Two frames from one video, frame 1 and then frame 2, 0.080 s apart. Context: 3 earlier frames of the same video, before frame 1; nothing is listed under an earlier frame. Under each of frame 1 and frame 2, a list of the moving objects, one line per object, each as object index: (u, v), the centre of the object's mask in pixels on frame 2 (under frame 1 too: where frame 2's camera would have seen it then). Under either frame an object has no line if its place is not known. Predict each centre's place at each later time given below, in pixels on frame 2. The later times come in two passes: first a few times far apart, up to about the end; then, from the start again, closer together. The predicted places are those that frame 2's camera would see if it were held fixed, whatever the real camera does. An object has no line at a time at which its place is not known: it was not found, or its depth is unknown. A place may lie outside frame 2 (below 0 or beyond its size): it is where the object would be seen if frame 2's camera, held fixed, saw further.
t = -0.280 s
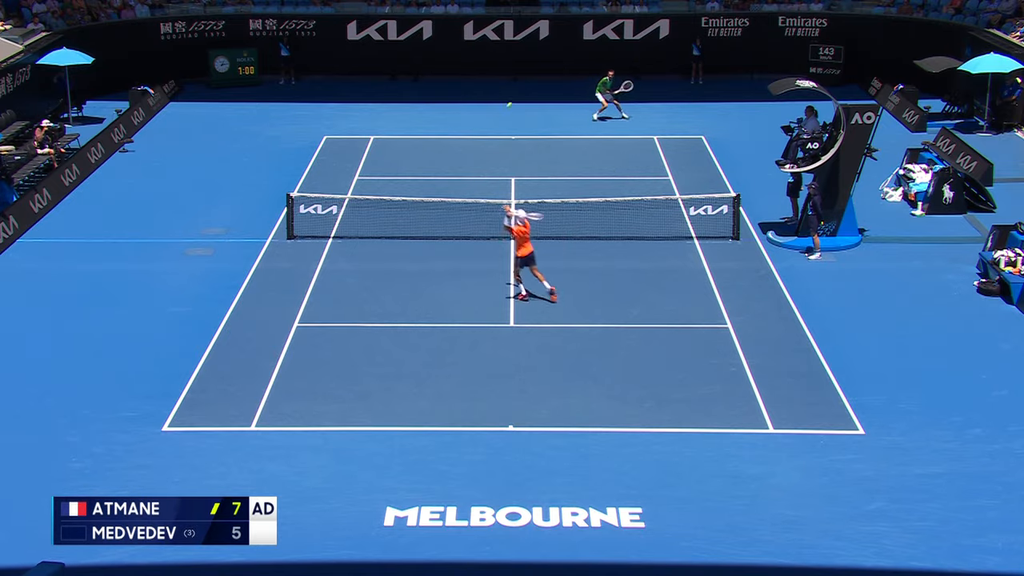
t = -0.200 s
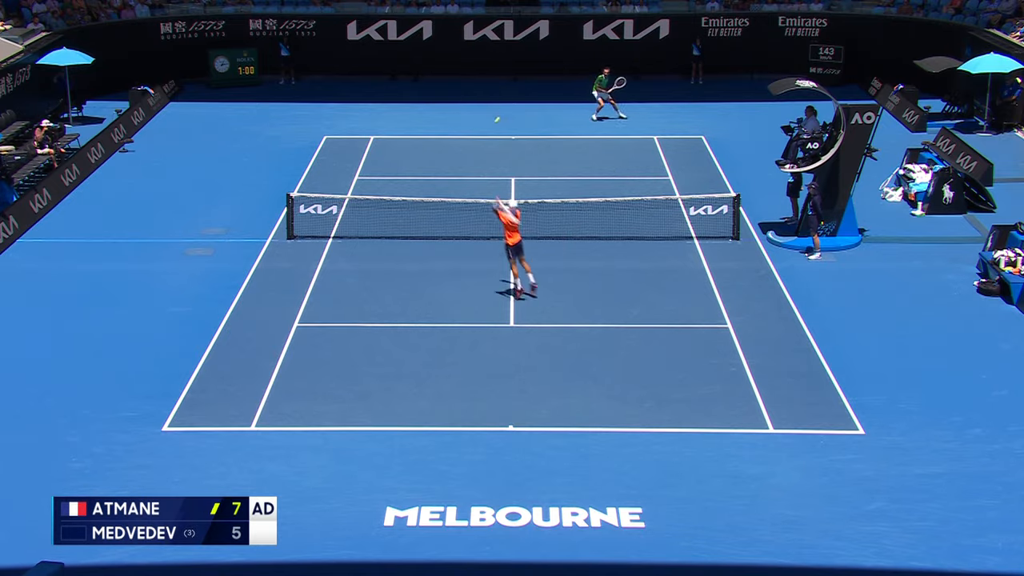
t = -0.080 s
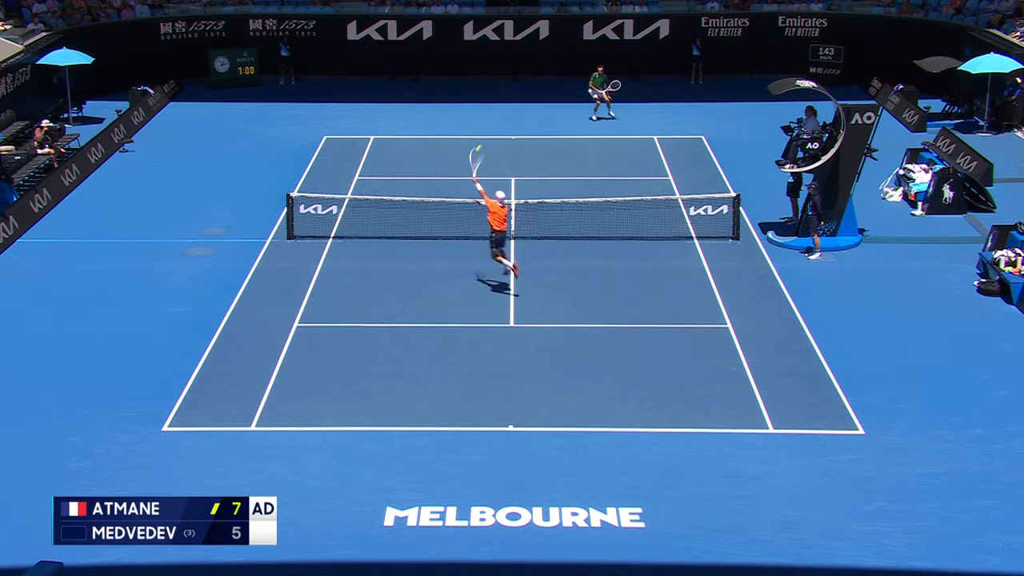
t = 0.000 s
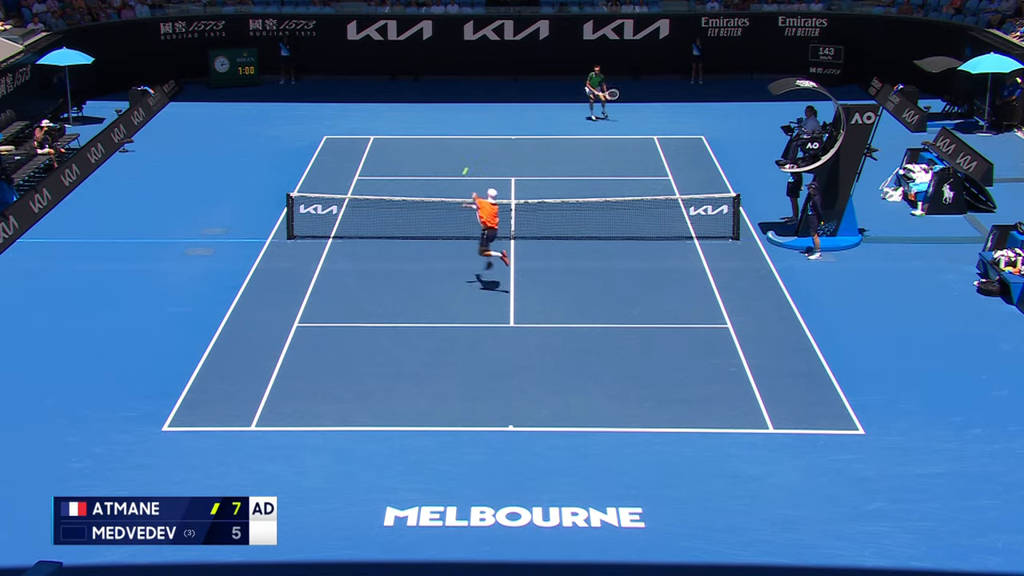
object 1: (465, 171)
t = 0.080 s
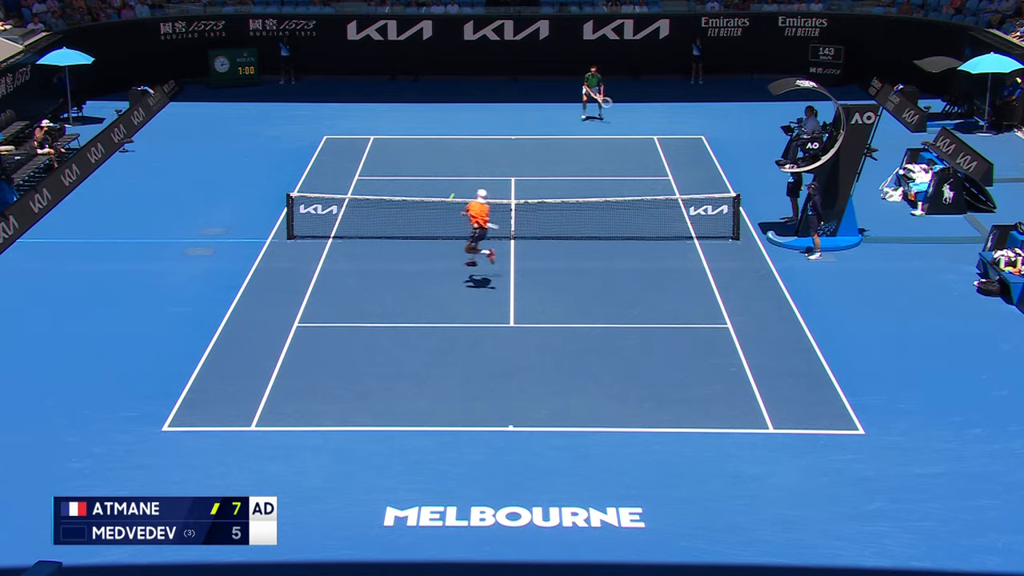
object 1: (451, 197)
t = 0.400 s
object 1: (391, 339)
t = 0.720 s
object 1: (344, 374)
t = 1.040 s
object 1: (307, 367)
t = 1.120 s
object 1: (298, 375)
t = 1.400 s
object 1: (267, 439)
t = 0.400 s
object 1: (391, 339)
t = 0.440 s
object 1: (383, 361)
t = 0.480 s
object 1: (375, 385)
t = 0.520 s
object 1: (367, 408)
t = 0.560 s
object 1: (362, 401)
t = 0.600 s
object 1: (358, 393)
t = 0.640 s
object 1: (353, 386)
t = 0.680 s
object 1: (348, 379)
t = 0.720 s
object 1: (344, 374)
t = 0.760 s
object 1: (339, 370)
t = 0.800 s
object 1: (335, 366)
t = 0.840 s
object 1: (330, 364)
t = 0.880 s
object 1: (326, 363)
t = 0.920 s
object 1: (321, 362)
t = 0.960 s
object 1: (316, 363)
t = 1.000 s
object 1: (312, 365)
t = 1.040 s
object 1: (307, 367)
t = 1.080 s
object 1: (303, 371)
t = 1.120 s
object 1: (298, 375)
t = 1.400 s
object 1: (267, 439)
